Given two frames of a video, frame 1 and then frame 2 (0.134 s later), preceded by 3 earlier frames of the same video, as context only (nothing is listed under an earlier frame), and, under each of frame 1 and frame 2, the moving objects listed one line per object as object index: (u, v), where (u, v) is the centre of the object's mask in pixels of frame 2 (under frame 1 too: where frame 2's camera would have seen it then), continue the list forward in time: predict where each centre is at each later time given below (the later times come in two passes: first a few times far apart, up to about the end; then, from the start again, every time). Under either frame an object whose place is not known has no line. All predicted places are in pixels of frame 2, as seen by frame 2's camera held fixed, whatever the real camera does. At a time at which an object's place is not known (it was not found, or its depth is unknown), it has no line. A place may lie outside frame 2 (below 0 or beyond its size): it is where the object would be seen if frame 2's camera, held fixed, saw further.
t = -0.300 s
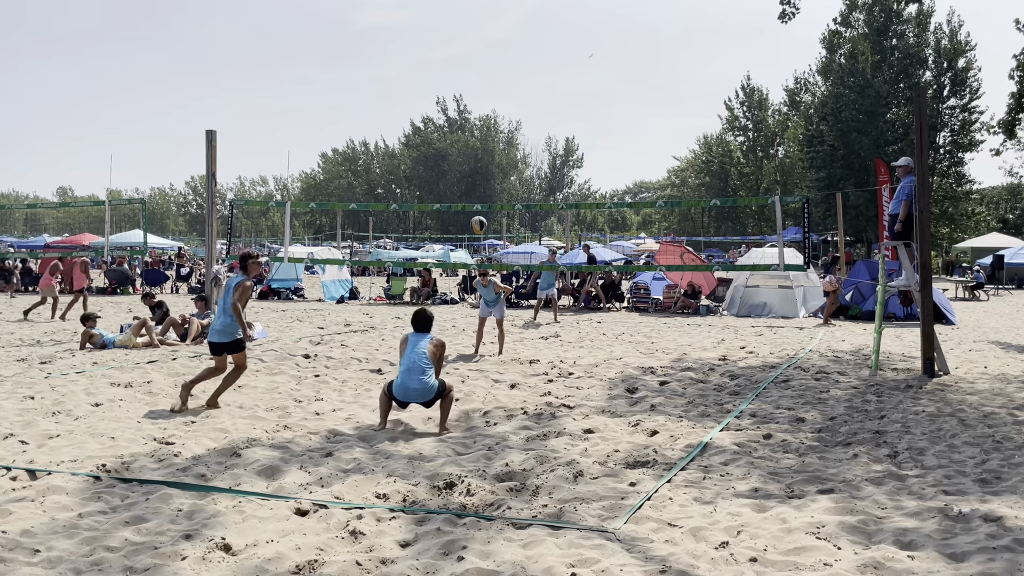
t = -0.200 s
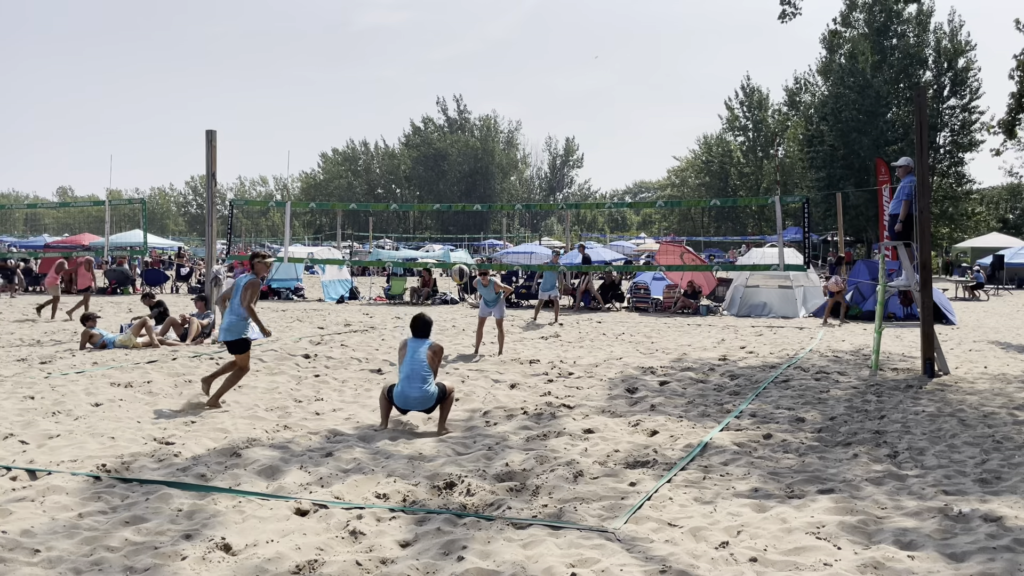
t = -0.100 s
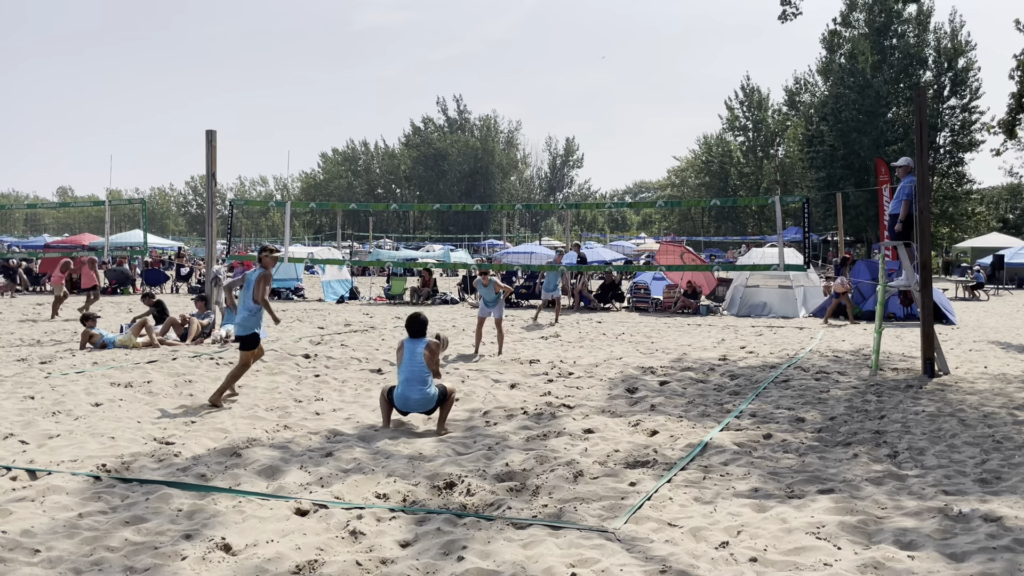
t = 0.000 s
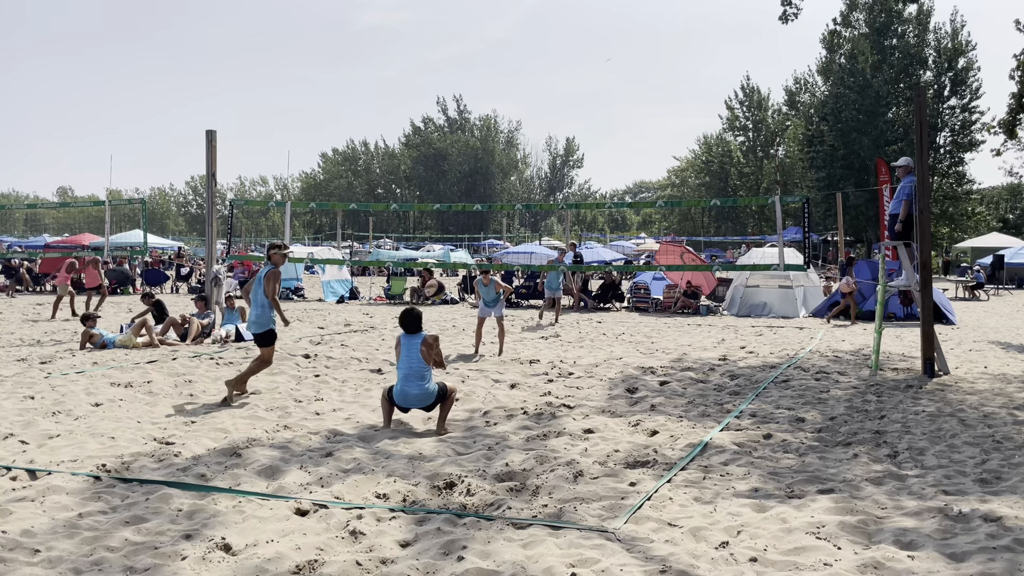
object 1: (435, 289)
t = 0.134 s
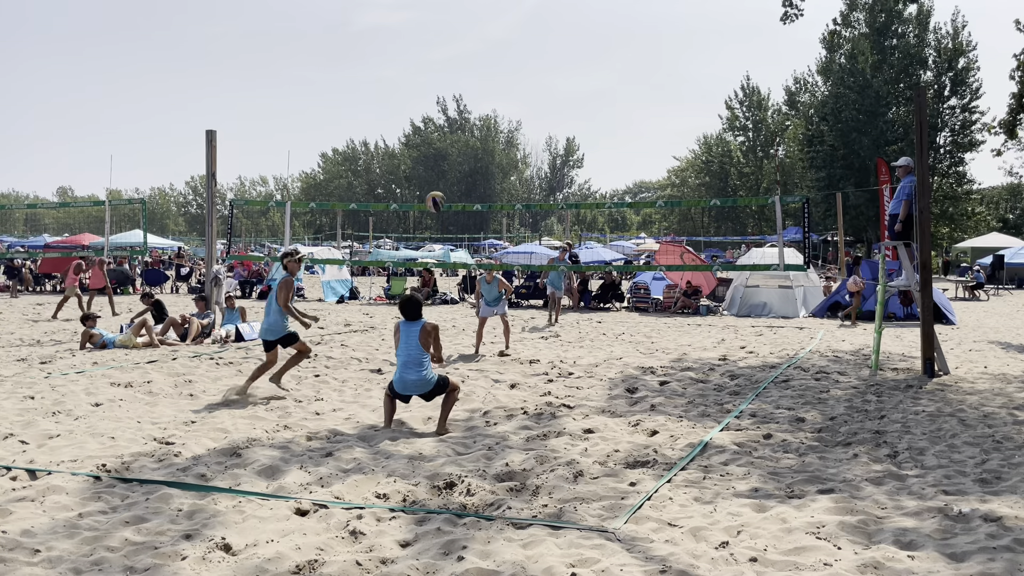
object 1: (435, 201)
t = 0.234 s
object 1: (435, 149)
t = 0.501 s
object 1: (431, 59)
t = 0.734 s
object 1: (427, 35)
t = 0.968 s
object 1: (421, 60)
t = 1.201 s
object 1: (415, 126)
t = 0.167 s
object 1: (435, 183)
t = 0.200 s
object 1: (435, 165)
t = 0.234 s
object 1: (435, 149)
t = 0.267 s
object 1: (435, 133)
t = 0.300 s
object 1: (435, 121)
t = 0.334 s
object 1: (434, 107)
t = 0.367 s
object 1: (433, 95)
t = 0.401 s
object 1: (432, 84)
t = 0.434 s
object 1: (432, 75)
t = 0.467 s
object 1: (432, 66)
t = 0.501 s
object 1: (431, 59)
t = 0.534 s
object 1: (431, 52)
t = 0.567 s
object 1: (430, 47)
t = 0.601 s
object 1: (429, 43)
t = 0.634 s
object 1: (429, 40)
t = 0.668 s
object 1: (428, 37)
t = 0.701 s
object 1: (427, 36)
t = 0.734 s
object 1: (427, 35)
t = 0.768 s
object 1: (426, 36)
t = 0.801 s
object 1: (425, 38)
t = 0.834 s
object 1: (424, 40)
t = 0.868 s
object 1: (423, 44)
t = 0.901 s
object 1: (423, 48)
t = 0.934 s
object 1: (422, 53)
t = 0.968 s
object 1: (421, 60)
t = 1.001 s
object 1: (420, 67)
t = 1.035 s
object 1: (419, 75)
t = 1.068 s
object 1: (419, 83)
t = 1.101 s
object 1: (418, 93)
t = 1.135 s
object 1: (417, 103)
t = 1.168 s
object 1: (416, 114)
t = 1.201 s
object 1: (415, 126)
